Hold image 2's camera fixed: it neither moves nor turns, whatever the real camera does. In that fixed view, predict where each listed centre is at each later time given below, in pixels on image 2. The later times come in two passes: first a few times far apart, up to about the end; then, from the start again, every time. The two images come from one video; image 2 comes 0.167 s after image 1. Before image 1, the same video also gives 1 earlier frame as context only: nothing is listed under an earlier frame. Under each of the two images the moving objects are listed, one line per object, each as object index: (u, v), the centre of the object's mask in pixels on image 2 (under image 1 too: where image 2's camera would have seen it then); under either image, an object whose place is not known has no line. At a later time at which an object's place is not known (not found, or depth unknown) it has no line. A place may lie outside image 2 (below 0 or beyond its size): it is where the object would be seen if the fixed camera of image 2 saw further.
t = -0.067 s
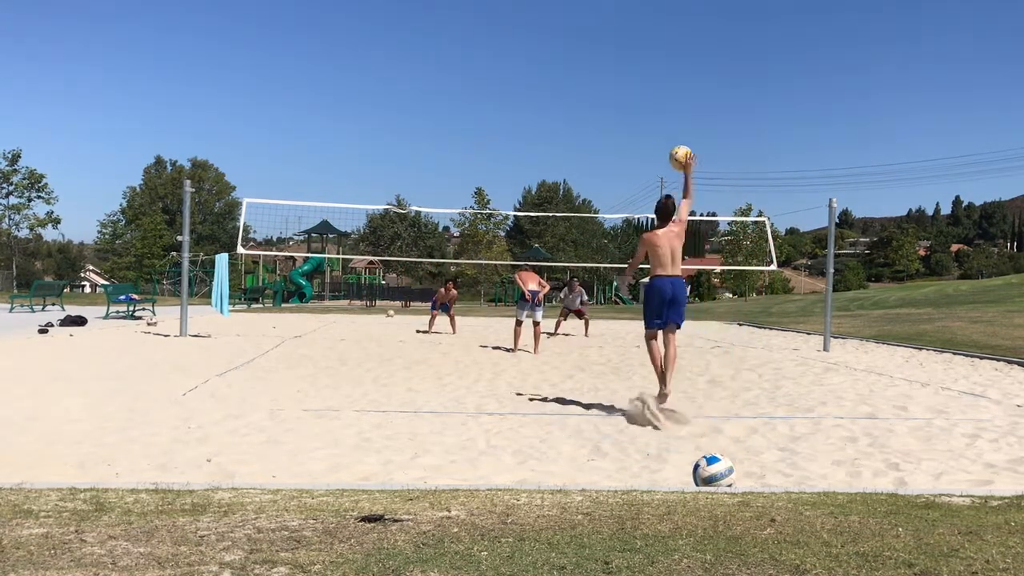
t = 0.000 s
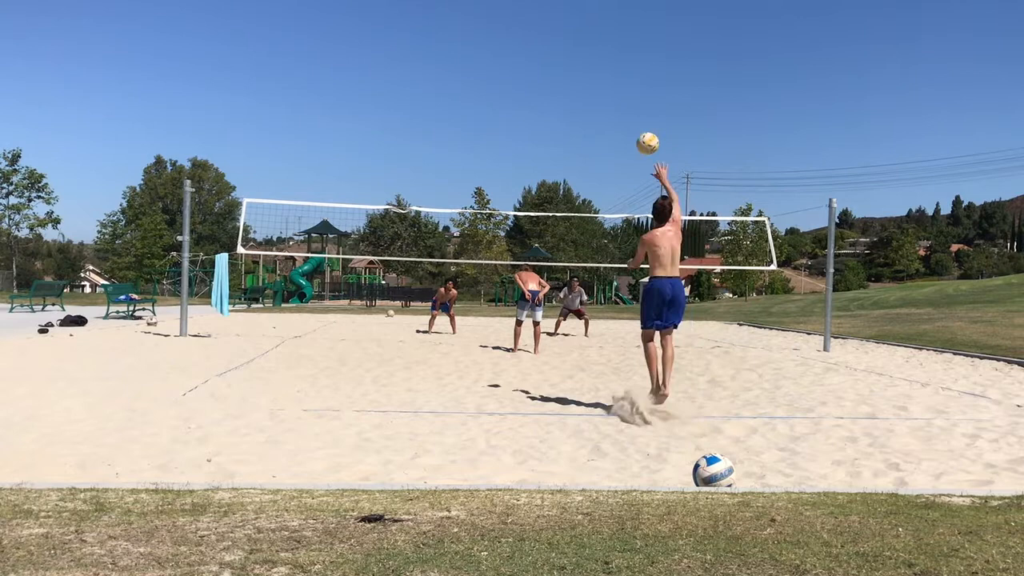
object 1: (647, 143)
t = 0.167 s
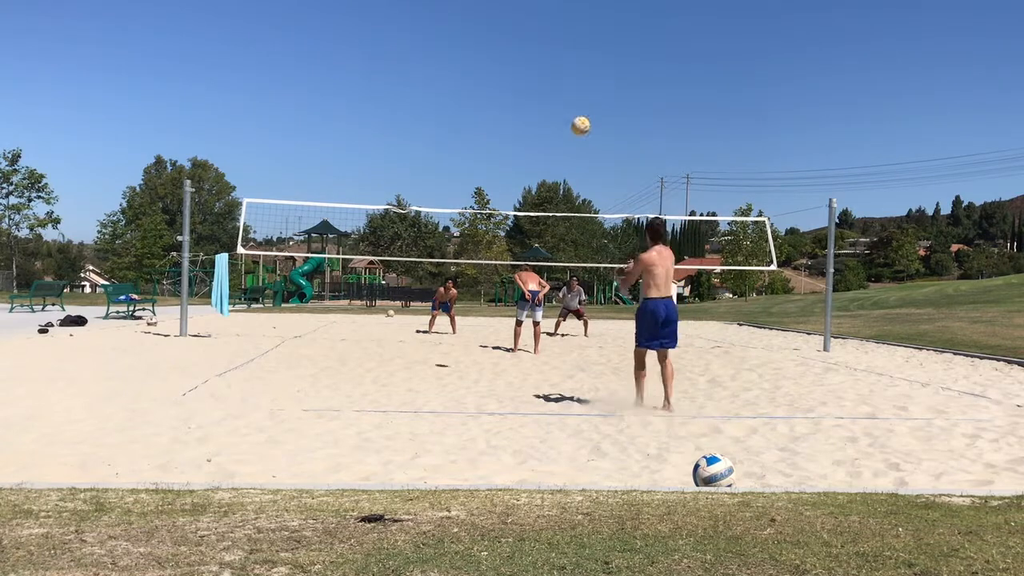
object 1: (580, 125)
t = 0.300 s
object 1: (546, 132)
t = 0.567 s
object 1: (497, 169)
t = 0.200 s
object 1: (571, 126)
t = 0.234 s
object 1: (562, 127)
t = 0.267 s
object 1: (554, 129)
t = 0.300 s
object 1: (546, 132)
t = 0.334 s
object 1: (538, 135)
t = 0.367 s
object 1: (531, 139)
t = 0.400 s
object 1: (525, 143)
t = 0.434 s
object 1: (519, 147)
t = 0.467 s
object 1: (512, 152)
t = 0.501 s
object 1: (506, 157)
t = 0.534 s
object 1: (501, 163)
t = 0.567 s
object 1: (497, 169)
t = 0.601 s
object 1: (492, 174)
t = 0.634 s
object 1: (489, 180)
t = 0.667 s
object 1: (485, 186)
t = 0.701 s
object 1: (481, 192)
